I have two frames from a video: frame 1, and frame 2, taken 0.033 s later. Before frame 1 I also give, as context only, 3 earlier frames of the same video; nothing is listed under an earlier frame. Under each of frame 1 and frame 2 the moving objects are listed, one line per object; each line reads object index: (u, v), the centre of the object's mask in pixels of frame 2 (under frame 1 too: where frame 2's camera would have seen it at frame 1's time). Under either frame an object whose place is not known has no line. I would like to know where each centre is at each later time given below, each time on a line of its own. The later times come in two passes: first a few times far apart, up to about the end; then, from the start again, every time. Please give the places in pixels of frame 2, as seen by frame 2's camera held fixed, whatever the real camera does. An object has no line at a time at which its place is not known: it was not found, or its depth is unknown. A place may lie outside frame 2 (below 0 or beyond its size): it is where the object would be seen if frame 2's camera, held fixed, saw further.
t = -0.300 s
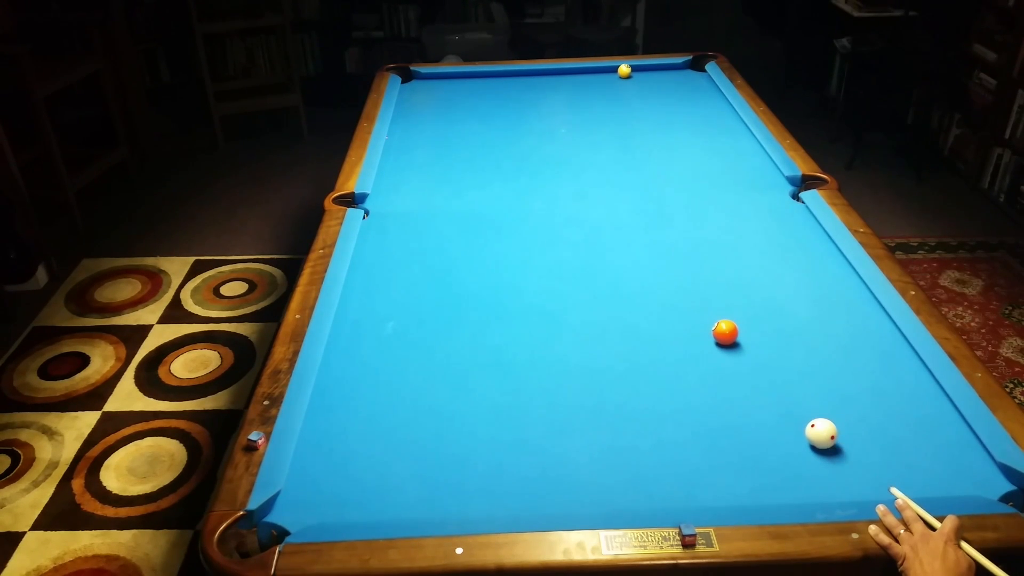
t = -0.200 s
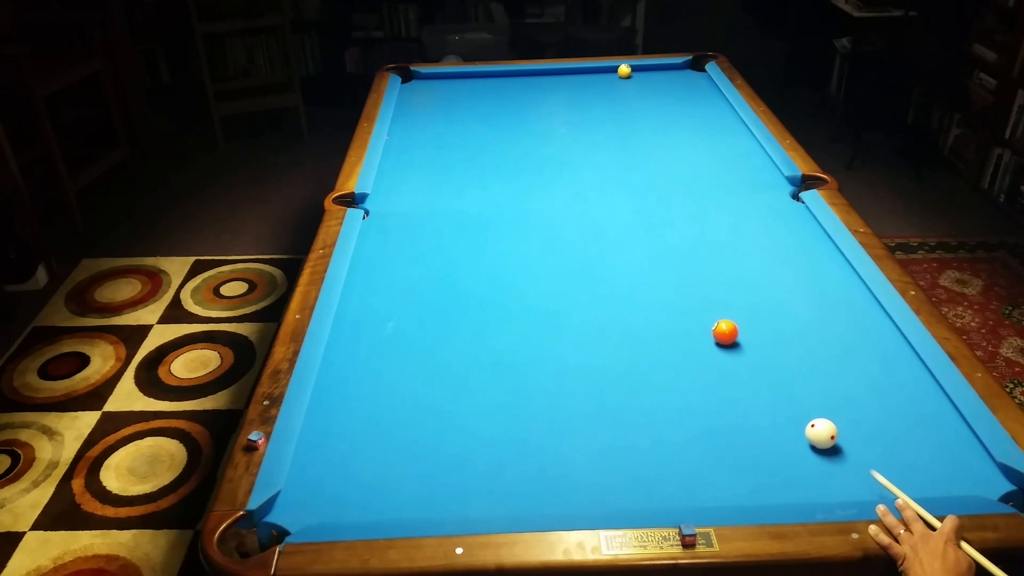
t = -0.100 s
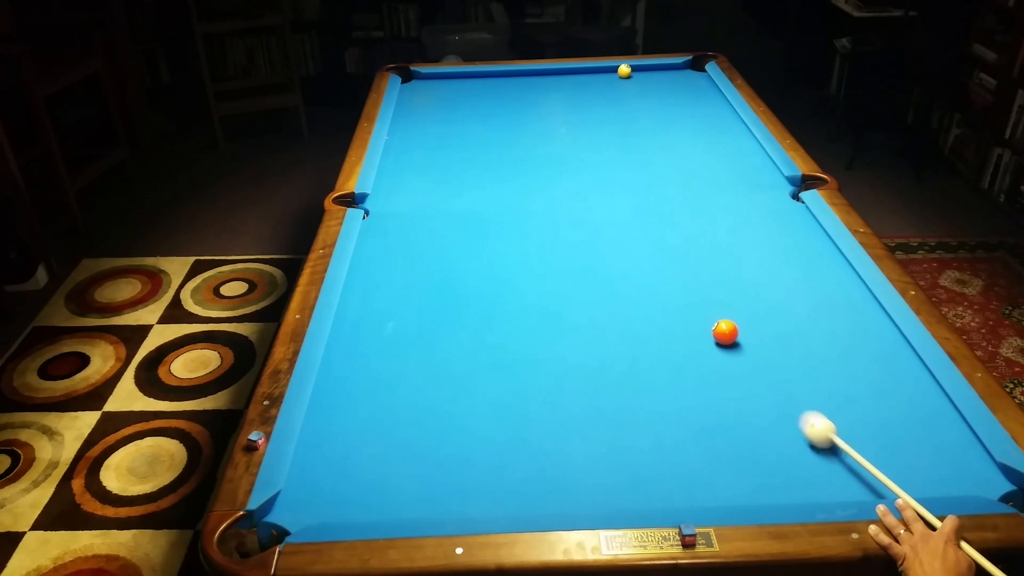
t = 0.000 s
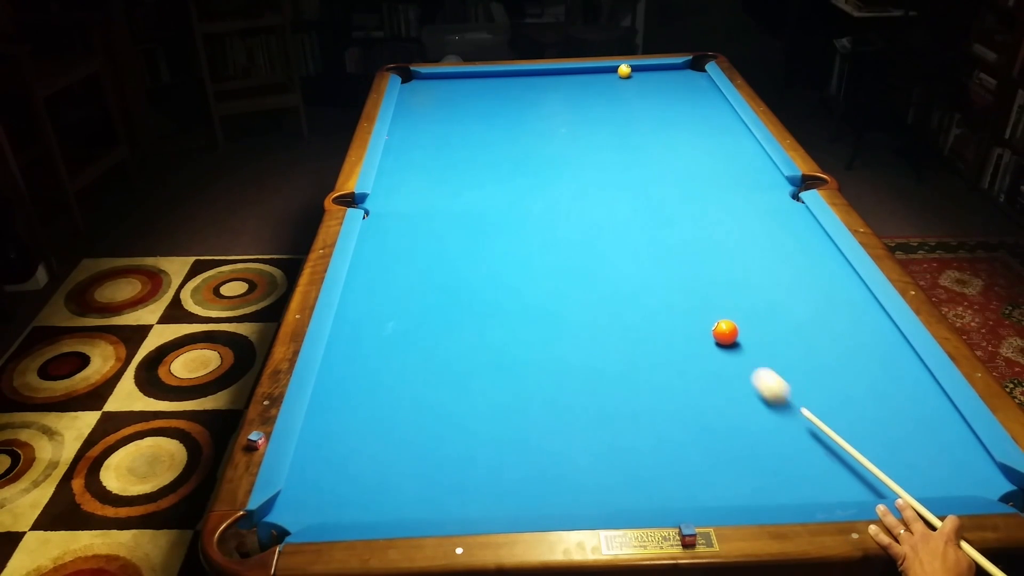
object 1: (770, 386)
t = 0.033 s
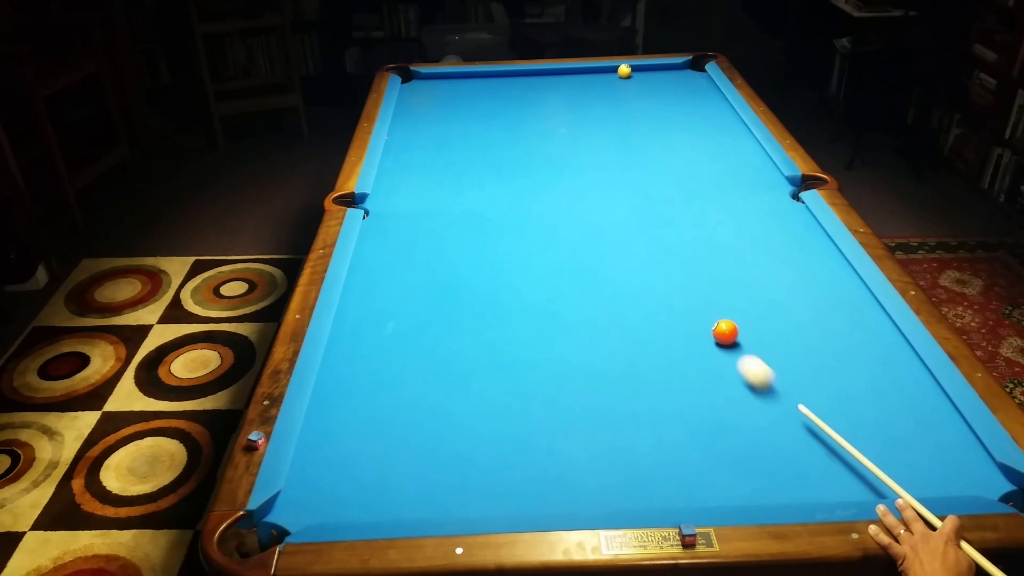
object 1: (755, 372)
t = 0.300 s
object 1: (663, 331)
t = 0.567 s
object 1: (585, 306)
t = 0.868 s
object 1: (510, 281)
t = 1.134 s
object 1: (452, 262)
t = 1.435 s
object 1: (394, 243)
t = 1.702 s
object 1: (384, 230)
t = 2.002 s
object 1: (421, 218)
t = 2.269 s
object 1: (450, 209)
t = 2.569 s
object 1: (480, 200)
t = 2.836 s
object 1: (505, 193)
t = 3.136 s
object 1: (529, 185)
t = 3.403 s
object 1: (549, 178)
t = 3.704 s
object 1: (569, 172)
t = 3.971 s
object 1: (585, 167)
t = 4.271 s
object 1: (601, 162)
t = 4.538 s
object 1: (613, 157)
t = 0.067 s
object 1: (741, 359)
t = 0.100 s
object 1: (728, 349)
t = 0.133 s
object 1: (717, 345)
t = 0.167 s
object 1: (706, 343)
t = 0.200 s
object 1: (695, 341)
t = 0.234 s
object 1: (684, 337)
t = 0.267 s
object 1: (673, 334)
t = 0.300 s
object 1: (663, 331)
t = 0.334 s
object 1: (652, 327)
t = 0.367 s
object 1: (642, 324)
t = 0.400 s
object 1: (632, 321)
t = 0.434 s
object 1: (623, 318)
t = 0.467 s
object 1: (613, 315)
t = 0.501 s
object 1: (604, 312)
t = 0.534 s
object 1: (594, 309)
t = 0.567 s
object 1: (585, 306)
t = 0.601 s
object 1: (577, 303)
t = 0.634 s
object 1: (568, 300)
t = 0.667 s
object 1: (559, 297)
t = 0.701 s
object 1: (551, 295)
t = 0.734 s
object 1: (542, 292)
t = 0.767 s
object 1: (534, 289)
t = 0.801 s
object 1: (526, 287)
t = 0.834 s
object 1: (518, 284)
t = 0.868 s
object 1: (510, 281)
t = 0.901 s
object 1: (503, 279)
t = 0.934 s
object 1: (495, 276)
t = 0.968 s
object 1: (488, 274)
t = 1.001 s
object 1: (480, 271)
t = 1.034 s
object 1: (473, 269)
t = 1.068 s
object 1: (466, 267)
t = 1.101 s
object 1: (459, 264)
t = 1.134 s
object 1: (452, 262)
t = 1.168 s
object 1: (445, 260)
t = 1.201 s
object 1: (438, 258)
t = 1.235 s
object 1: (431, 256)
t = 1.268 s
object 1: (425, 254)
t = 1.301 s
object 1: (419, 251)
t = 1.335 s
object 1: (412, 249)
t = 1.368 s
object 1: (406, 247)
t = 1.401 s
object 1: (400, 245)
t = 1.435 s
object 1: (394, 243)
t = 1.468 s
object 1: (388, 241)
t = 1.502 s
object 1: (382, 239)
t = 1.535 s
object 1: (376, 237)
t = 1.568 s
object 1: (371, 235)
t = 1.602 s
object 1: (370, 234)
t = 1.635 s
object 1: (375, 232)
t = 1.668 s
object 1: (379, 231)
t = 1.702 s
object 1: (384, 230)
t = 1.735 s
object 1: (388, 228)
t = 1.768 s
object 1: (392, 227)
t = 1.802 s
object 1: (396, 226)
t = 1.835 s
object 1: (401, 225)
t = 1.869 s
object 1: (405, 223)
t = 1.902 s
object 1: (409, 222)
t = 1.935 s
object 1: (413, 221)
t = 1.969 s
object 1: (417, 220)
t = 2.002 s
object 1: (421, 218)
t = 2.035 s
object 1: (425, 217)
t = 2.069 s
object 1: (428, 216)
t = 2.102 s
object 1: (432, 215)
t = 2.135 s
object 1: (436, 214)
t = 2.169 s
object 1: (439, 213)
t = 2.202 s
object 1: (443, 211)
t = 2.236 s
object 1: (447, 210)
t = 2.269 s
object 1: (450, 209)
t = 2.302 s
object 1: (454, 208)
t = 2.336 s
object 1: (457, 207)
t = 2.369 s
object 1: (461, 206)
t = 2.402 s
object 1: (464, 205)
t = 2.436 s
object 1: (467, 204)
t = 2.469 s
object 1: (471, 203)
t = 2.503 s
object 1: (474, 202)
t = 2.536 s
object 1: (477, 201)
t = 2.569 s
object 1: (480, 200)
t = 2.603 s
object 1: (483, 199)
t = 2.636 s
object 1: (487, 198)
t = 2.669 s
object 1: (490, 197)
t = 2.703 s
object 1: (493, 196)
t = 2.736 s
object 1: (496, 195)
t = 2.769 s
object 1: (499, 194)
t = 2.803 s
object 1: (502, 194)
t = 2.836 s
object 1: (505, 193)
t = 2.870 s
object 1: (508, 192)
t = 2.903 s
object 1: (510, 191)
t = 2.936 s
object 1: (513, 190)
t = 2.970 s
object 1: (516, 189)
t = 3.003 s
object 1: (519, 188)
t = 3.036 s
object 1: (521, 187)
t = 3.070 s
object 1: (524, 186)
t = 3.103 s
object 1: (526, 186)
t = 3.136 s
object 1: (529, 185)
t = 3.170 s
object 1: (532, 184)
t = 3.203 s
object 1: (534, 183)
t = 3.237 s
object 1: (537, 182)
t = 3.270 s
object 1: (539, 182)
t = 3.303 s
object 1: (542, 181)
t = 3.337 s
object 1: (544, 180)
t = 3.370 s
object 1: (546, 179)
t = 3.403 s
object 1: (549, 178)
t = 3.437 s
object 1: (551, 178)
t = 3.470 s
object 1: (553, 177)
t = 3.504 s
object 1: (556, 176)
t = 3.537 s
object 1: (558, 176)
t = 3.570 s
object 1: (560, 175)
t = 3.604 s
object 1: (562, 174)
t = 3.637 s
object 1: (564, 173)
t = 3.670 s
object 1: (566, 173)
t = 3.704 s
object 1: (569, 172)
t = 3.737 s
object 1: (571, 171)
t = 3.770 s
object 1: (573, 171)
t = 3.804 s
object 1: (575, 170)
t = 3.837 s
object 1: (577, 169)
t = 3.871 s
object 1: (579, 169)
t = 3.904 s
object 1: (581, 168)
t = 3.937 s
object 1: (583, 167)
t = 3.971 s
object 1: (585, 167)
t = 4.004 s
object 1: (587, 166)
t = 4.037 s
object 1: (589, 166)
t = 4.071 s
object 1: (590, 165)
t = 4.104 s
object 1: (592, 164)
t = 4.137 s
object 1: (594, 164)
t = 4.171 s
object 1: (595, 163)
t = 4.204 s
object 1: (597, 163)
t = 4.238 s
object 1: (599, 162)
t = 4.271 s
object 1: (601, 162)
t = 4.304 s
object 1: (602, 161)
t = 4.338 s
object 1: (604, 160)
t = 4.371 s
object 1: (605, 160)
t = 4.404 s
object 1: (607, 159)
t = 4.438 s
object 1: (609, 159)
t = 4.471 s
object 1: (610, 158)
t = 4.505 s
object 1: (612, 158)
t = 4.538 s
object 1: (613, 157)
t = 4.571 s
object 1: (614, 157)
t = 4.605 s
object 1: (616, 156)
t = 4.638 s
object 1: (618, 156)
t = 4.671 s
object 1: (619, 155)
